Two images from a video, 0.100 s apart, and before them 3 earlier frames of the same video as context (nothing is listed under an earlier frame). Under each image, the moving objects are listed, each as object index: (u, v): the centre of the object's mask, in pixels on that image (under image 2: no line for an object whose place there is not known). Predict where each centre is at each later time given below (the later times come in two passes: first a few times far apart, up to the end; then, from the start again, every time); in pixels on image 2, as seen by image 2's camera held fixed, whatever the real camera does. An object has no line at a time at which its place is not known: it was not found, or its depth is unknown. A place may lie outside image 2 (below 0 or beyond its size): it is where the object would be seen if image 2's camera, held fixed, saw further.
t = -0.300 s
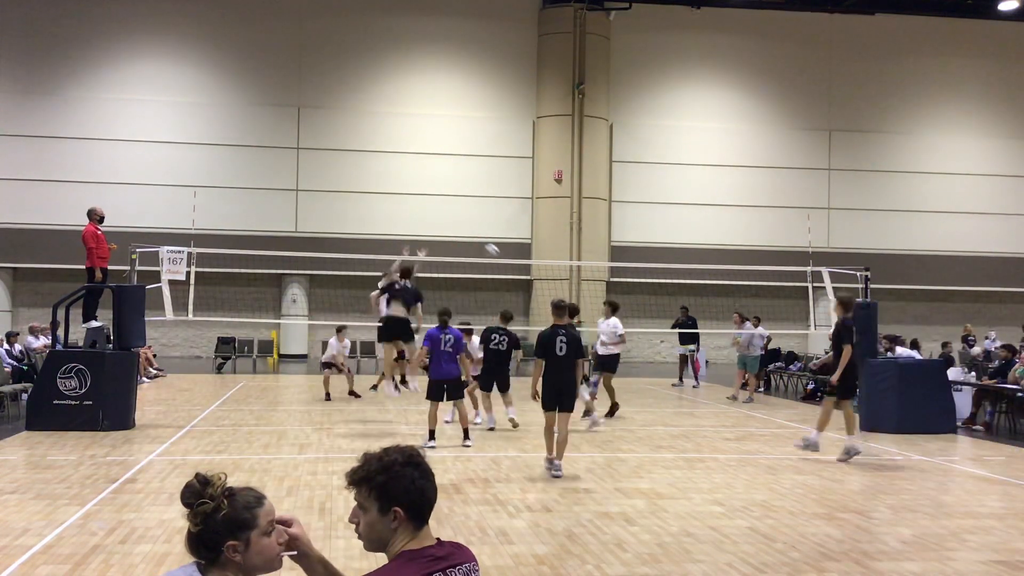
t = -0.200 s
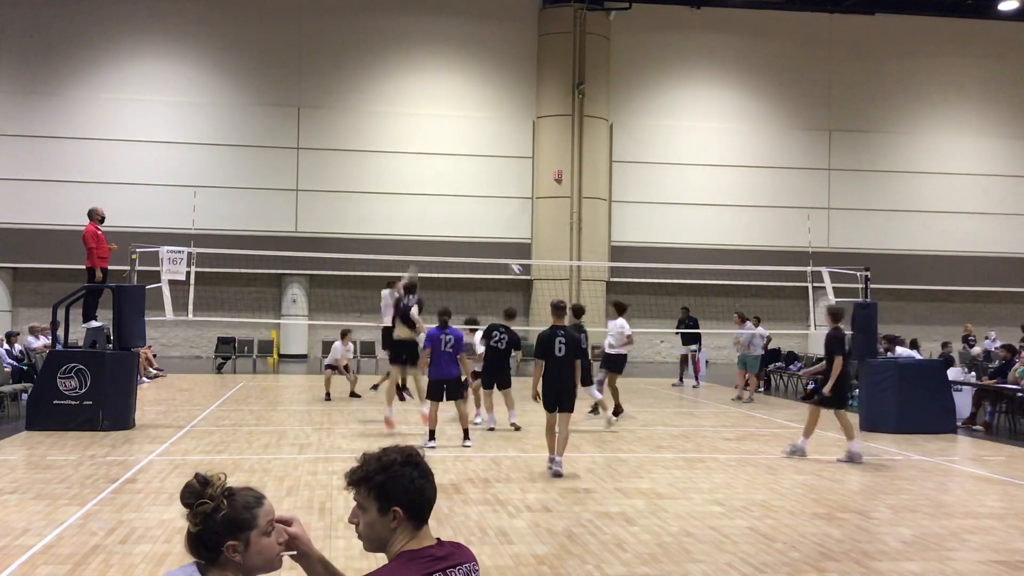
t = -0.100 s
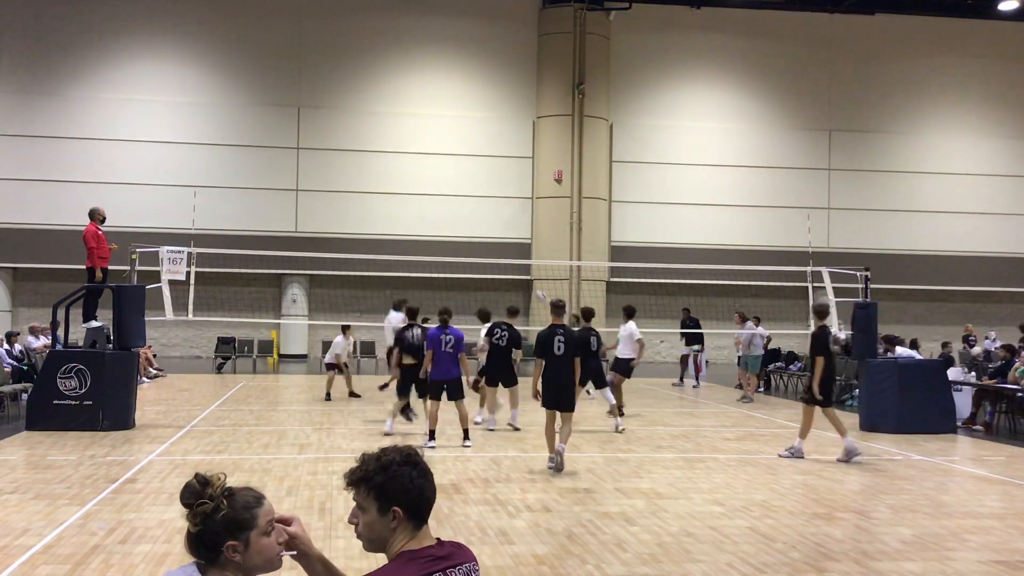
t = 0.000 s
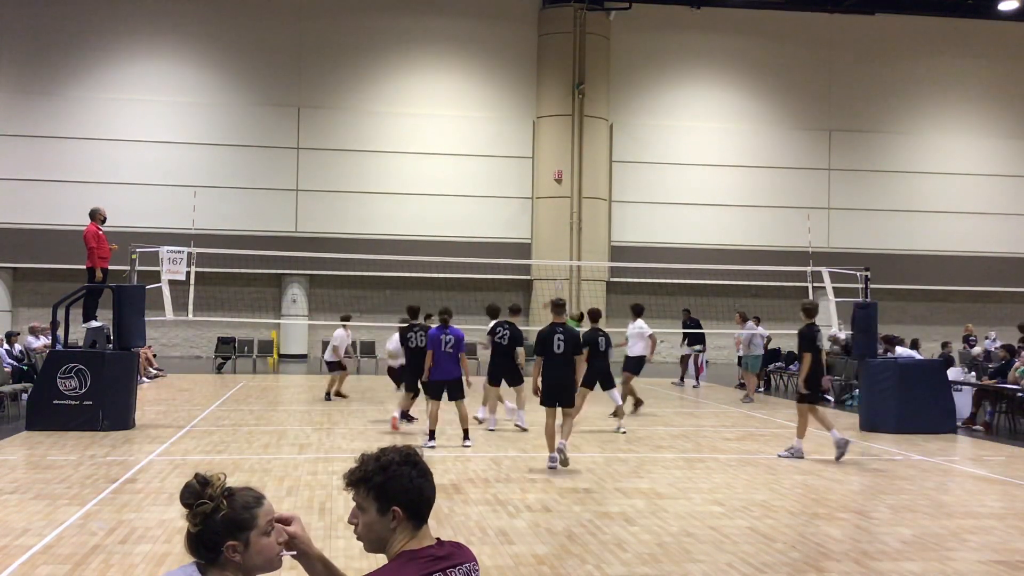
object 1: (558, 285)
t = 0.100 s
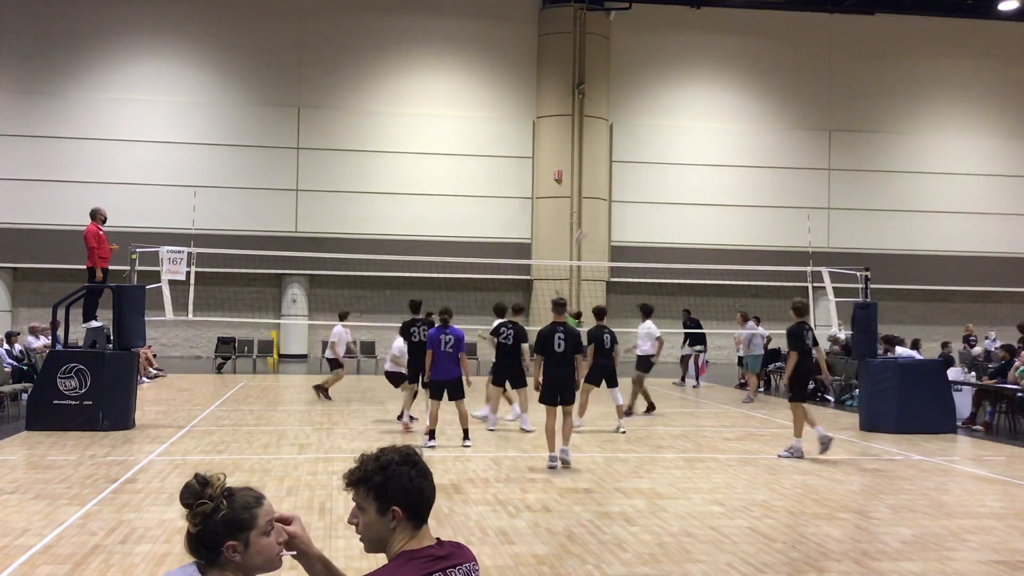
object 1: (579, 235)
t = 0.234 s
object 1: (607, 182)
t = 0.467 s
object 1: (650, 118)
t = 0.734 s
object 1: (693, 83)
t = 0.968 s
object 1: (725, 81)
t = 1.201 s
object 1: (753, 102)
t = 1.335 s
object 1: (766, 123)
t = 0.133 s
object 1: (586, 223)
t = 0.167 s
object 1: (593, 210)
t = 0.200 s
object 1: (602, 193)
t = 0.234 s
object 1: (607, 182)
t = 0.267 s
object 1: (613, 172)
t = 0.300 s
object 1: (620, 160)
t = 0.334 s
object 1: (626, 151)
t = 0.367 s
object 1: (632, 141)
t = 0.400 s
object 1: (638, 133)
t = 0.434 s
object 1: (644, 125)
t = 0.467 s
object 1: (650, 118)
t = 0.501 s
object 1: (656, 111)
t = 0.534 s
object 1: (661, 106)
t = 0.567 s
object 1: (667, 100)
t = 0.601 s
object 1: (672, 96)
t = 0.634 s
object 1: (678, 92)
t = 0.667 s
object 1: (682, 89)
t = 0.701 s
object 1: (688, 85)
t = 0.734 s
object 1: (693, 83)
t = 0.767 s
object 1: (698, 81)
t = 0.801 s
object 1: (703, 80)
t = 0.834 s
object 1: (707, 80)
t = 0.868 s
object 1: (712, 79)
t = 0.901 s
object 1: (717, 80)
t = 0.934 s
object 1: (721, 80)
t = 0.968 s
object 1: (725, 81)
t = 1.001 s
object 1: (730, 83)
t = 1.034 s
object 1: (734, 85)
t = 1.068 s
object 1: (737, 88)
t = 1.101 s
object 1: (741, 91)
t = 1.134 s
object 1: (745, 94)
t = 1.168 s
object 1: (749, 98)
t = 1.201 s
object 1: (753, 102)
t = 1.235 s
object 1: (756, 107)
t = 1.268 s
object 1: (759, 111)
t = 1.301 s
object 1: (763, 116)
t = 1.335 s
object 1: (766, 123)
